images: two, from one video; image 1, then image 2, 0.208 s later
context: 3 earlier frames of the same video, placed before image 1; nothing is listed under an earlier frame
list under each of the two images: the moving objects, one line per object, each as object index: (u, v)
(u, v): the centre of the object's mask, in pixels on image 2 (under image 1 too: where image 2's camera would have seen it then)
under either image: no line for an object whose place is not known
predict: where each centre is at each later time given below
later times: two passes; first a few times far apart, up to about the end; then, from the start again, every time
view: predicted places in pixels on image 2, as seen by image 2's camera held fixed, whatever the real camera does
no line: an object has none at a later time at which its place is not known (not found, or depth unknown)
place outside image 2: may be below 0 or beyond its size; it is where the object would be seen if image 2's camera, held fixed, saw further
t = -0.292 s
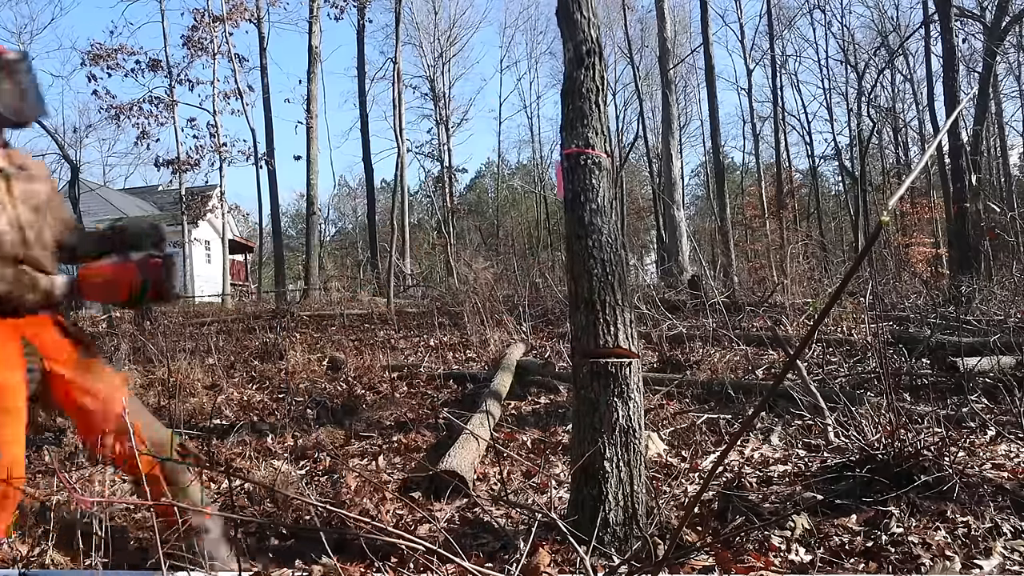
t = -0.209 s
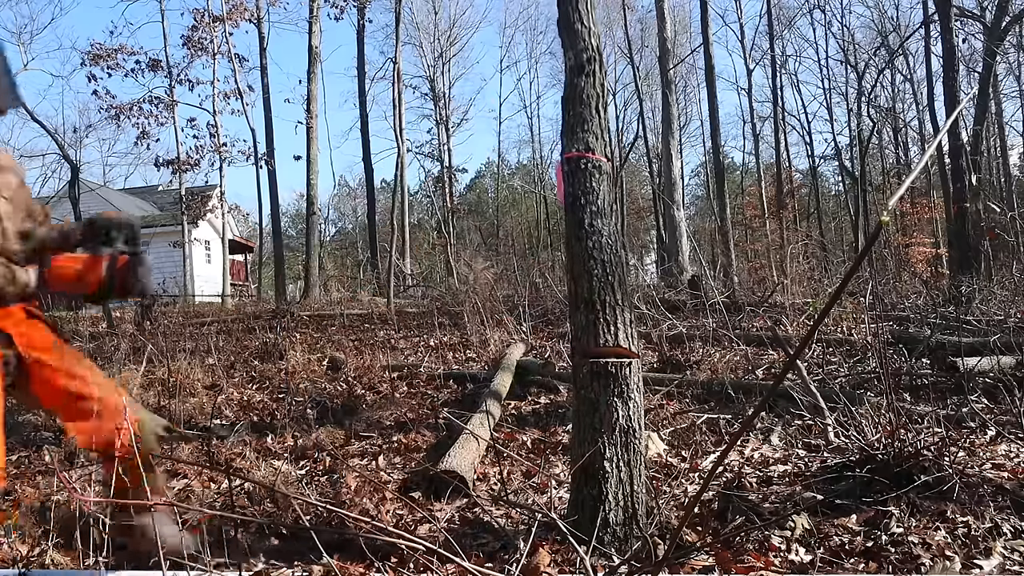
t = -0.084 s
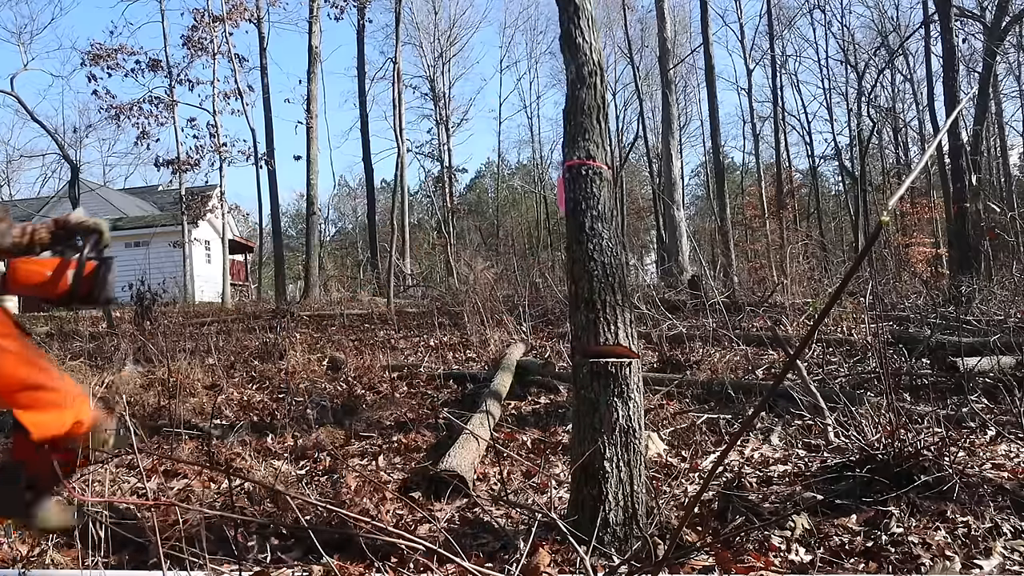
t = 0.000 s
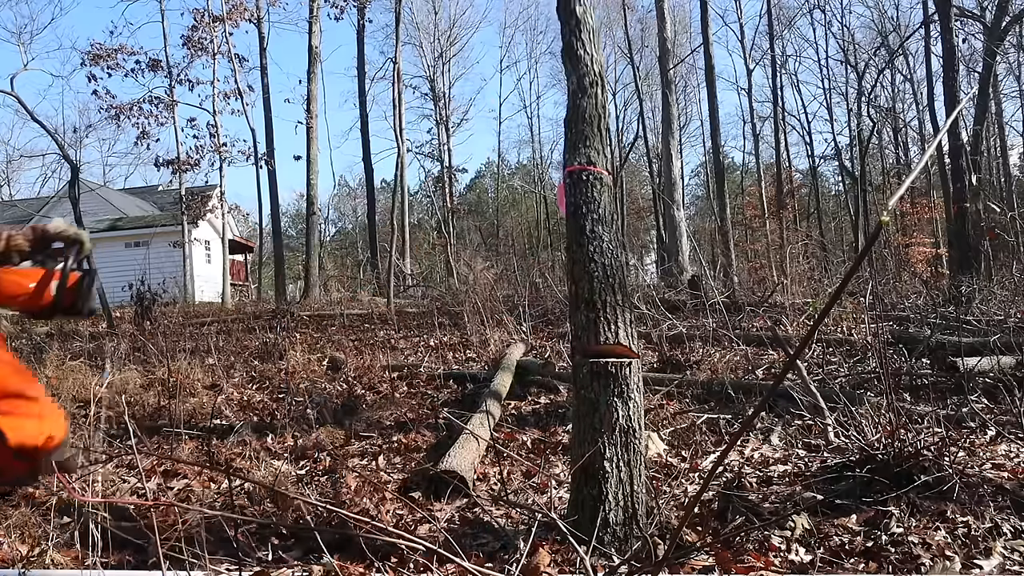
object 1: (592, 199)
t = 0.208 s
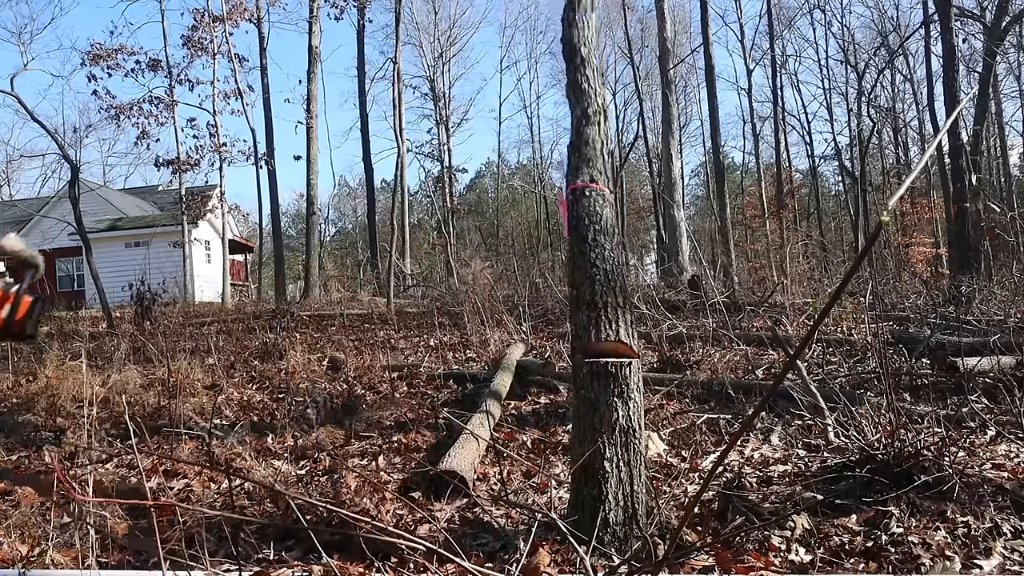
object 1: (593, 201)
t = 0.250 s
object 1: (593, 202)
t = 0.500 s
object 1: (597, 204)
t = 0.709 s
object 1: (604, 235)
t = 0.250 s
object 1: (593, 202)
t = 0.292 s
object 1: (594, 203)
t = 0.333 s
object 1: (594, 204)
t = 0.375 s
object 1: (594, 204)
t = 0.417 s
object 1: (595, 205)
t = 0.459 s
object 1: (596, 205)
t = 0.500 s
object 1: (597, 204)
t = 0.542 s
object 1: (597, 204)
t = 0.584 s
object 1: (598, 208)
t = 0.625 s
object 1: (600, 217)
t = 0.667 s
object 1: (602, 226)
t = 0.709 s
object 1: (604, 235)
